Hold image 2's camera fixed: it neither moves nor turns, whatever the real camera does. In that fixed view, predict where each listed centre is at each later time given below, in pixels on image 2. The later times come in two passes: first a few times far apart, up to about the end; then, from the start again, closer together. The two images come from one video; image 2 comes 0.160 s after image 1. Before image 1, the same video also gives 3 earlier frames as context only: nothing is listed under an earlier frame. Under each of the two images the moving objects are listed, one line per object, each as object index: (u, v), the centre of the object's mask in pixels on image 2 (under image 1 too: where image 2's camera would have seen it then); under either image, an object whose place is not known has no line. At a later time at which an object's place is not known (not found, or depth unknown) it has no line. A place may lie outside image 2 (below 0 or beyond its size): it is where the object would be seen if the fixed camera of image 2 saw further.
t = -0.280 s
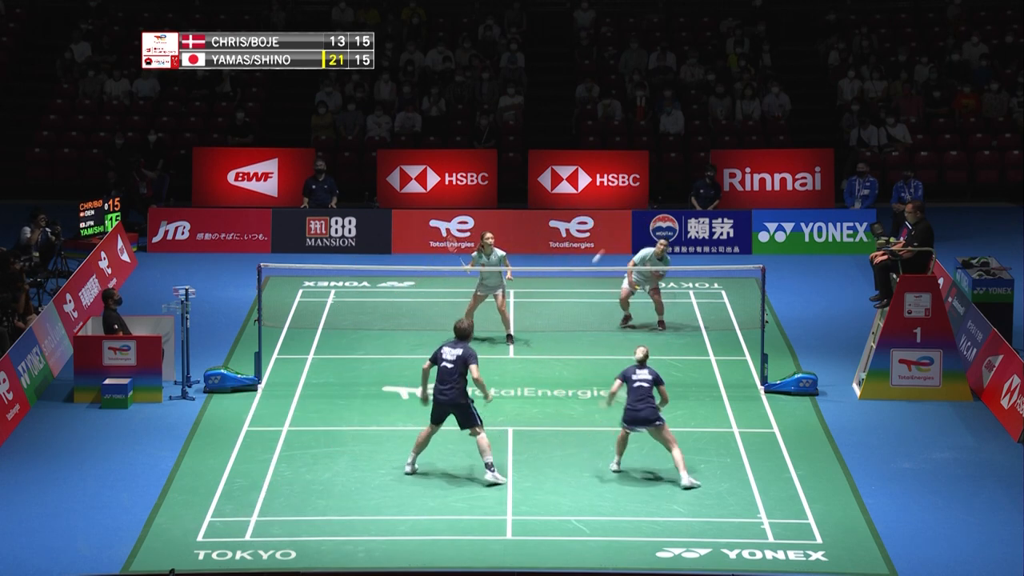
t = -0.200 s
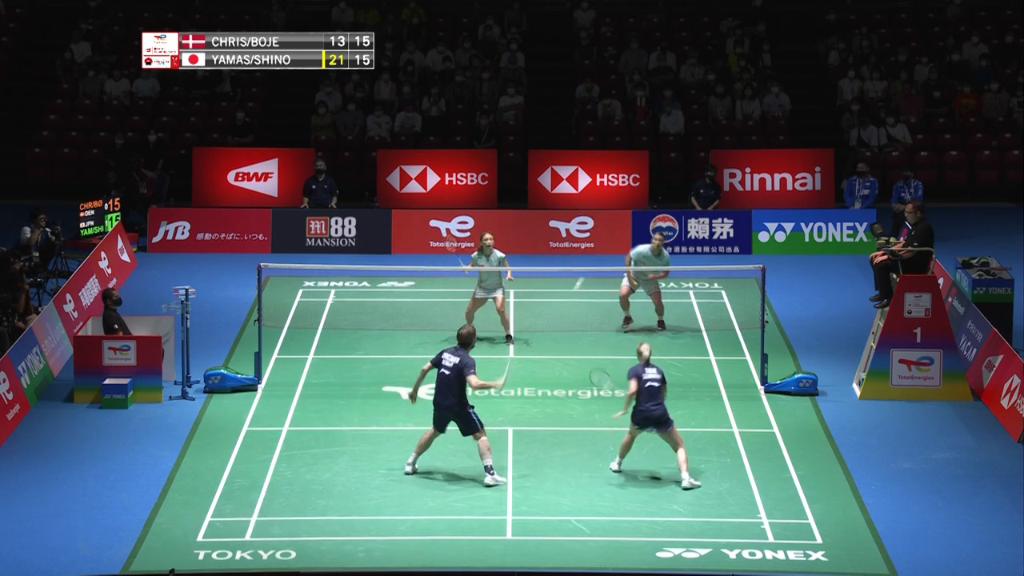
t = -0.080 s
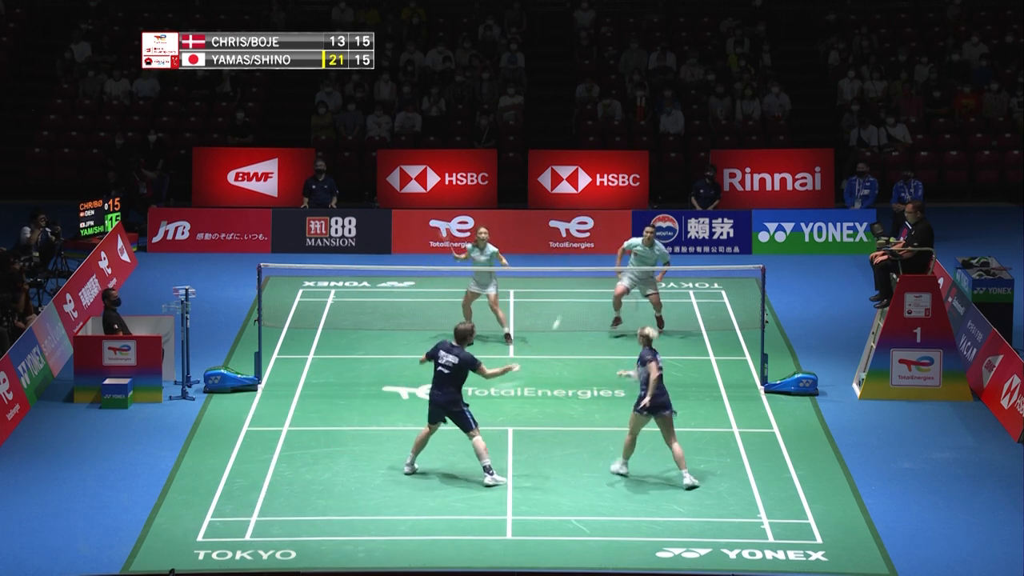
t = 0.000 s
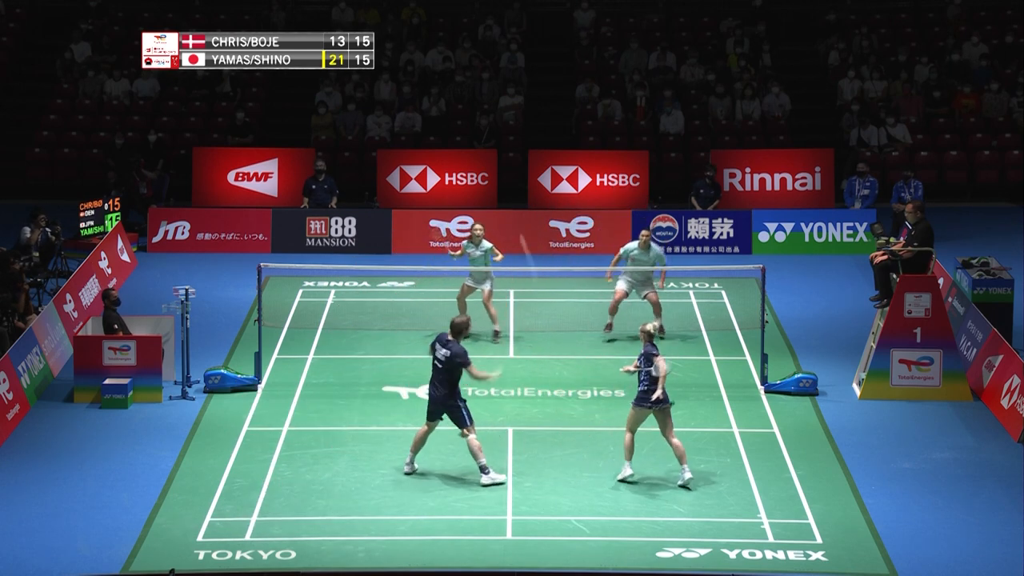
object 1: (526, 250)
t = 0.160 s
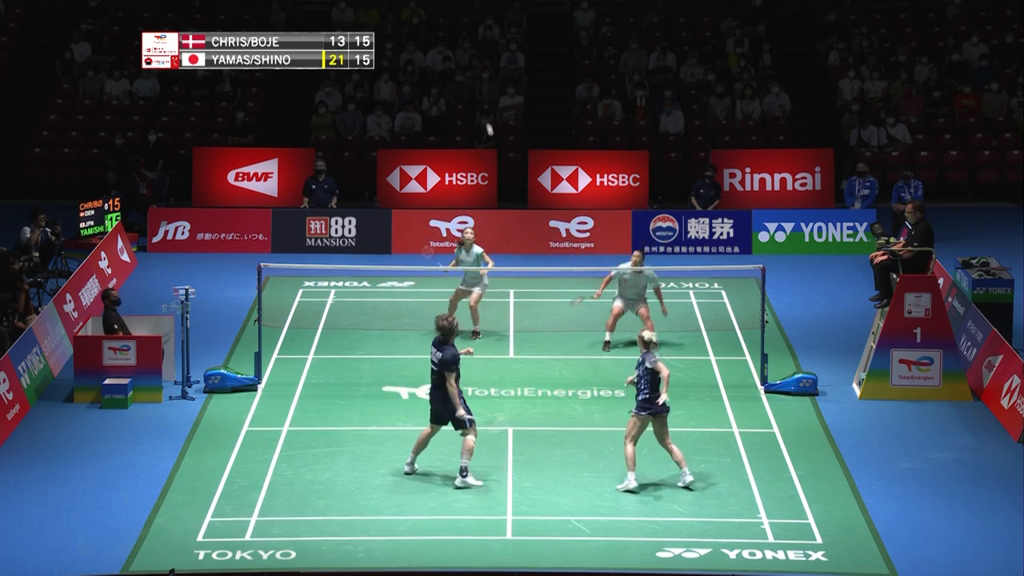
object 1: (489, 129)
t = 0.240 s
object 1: (480, 100)
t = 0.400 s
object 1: (469, 74)
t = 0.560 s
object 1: (463, 70)
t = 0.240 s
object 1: (480, 100)
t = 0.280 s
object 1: (477, 90)
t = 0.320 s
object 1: (474, 83)
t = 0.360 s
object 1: (471, 77)
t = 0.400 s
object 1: (469, 74)
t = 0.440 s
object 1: (467, 71)
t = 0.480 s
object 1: (465, 70)
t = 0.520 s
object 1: (464, 69)
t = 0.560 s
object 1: (463, 70)
